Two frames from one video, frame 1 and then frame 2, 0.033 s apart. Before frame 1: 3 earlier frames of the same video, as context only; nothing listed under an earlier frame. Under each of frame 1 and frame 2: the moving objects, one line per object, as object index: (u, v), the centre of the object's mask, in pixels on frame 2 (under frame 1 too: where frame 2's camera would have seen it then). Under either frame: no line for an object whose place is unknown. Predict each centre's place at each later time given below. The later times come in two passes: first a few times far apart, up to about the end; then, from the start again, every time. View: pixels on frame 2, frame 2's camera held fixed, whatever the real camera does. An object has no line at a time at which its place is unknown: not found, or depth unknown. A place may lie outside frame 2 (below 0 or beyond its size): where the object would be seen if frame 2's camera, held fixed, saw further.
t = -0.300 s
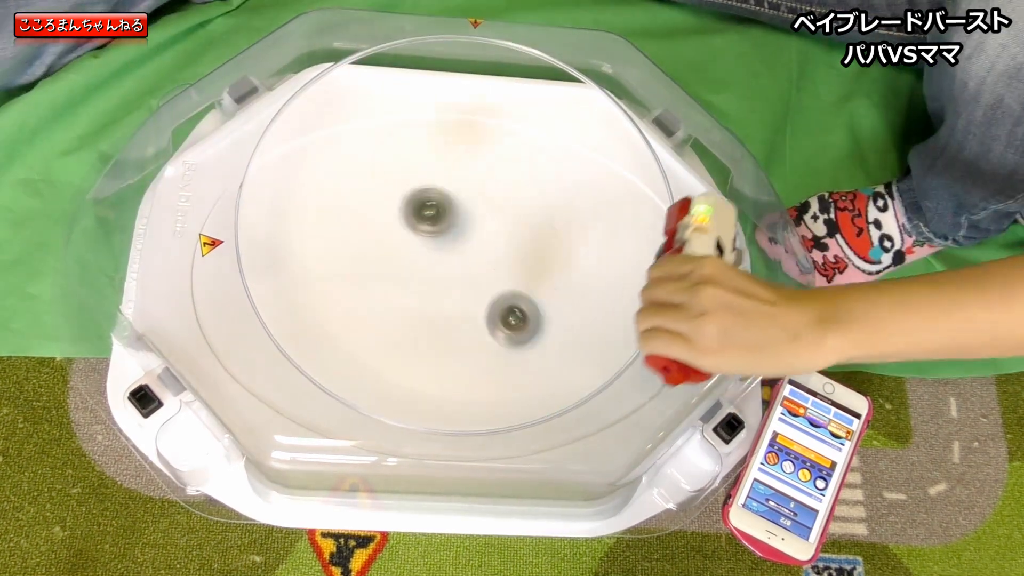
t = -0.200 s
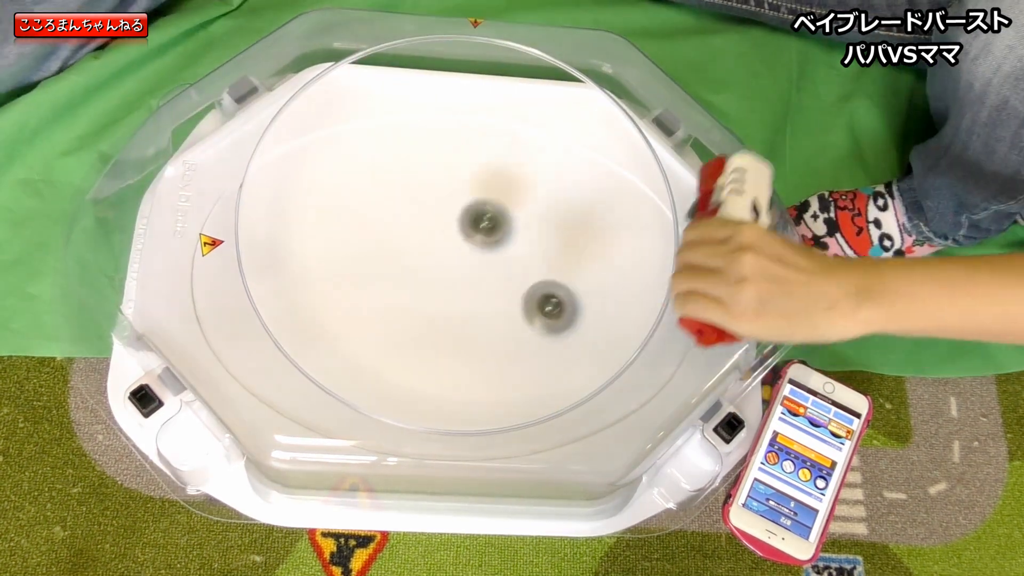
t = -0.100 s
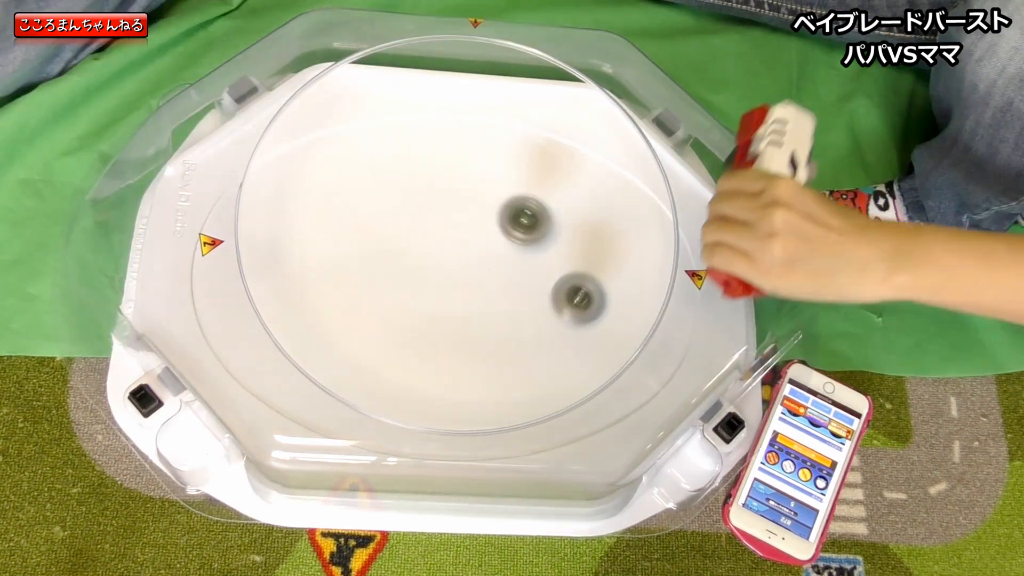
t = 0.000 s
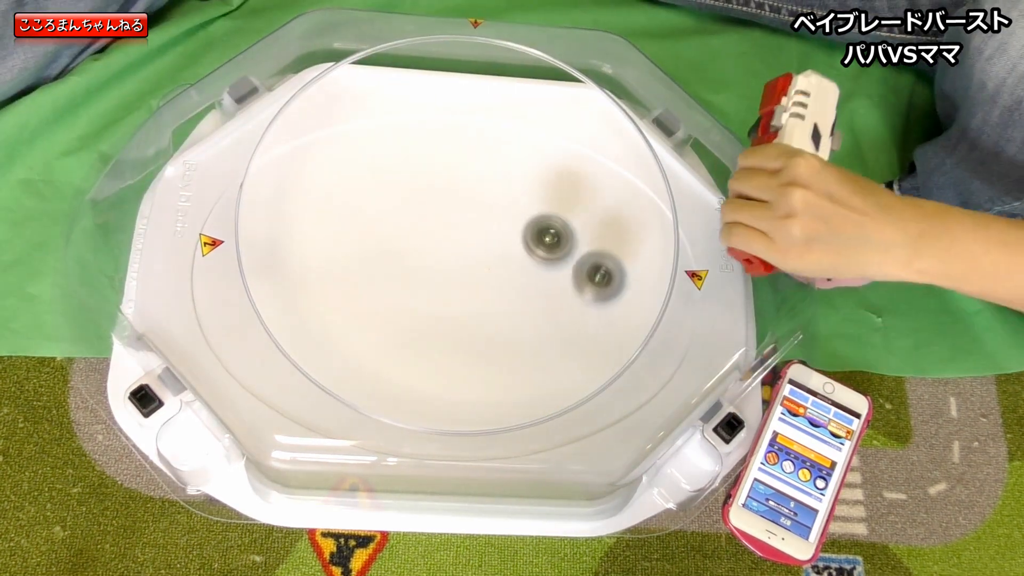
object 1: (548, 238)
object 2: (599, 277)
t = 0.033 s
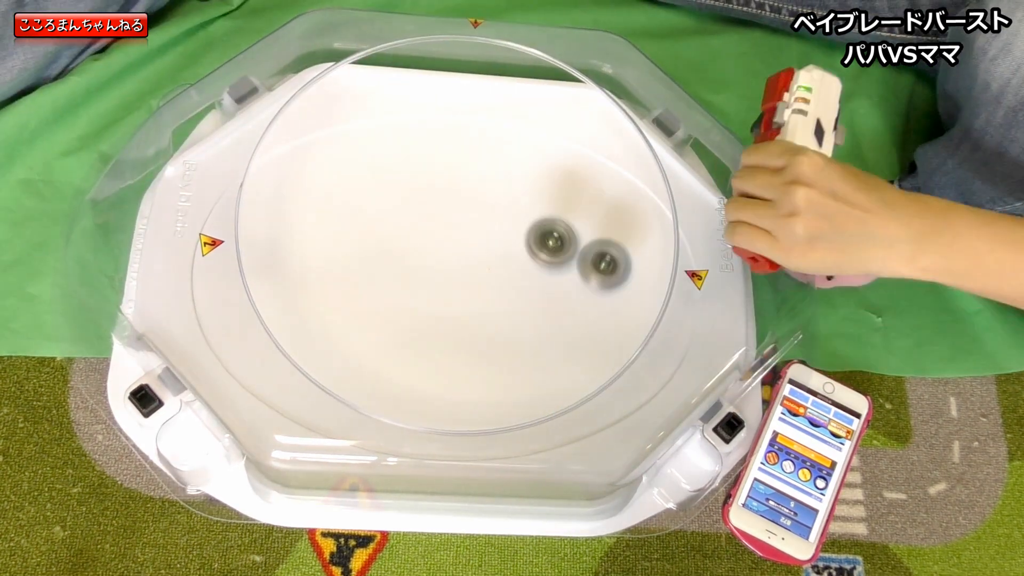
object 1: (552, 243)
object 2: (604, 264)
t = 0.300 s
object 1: (451, 257)
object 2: (694, 213)
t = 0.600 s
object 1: (410, 276)
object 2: (612, 183)
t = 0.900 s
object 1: (445, 311)
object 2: (475, 248)
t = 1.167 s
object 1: (501, 360)
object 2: (462, 271)
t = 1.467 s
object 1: (559, 326)
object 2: (497, 303)
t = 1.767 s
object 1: (582, 284)
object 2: (477, 281)
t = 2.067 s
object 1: (526, 248)
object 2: (442, 309)
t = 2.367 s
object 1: (439, 246)
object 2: (472, 303)
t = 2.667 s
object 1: (386, 287)
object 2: (447, 277)
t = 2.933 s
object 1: (383, 328)
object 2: (418, 278)
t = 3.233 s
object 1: (411, 351)
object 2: (447, 268)
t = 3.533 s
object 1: (453, 325)
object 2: (438, 237)
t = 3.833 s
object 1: (463, 276)
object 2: (398, 258)
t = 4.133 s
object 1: (453, 244)
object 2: (411, 297)
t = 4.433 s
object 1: (432, 244)
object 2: (507, 274)
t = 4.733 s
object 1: (438, 260)
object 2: (495, 201)
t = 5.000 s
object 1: (460, 276)
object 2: (410, 226)
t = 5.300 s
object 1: (482, 287)
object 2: (420, 321)
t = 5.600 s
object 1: (492, 271)
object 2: (540, 344)
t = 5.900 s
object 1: (483, 268)
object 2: (585, 274)
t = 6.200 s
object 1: (437, 280)
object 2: (533, 234)
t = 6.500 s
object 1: (378, 320)
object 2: (504, 228)
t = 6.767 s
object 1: (379, 335)
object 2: (457, 276)
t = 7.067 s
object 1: (398, 310)
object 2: (469, 304)
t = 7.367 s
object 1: (424, 279)
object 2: (495, 286)
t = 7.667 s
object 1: (400, 224)
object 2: (547, 308)
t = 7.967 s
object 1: (376, 197)
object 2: (569, 278)
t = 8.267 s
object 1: (383, 214)
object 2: (509, 271)
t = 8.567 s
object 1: (415, 242)
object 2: (450, 292)
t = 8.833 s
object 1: (442, 270)
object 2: (469, 324)
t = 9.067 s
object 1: (460, 273)
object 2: (488, 338)
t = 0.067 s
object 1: (553, 251)
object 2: (607, 256)
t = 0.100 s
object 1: (542, 256)
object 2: (624, 250)
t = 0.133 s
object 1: (526, 253)
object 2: (643, 245)
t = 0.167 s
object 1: (509, 255)
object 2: (658, 240)
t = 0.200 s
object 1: (492, 259)
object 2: (674, 233)
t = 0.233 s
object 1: (478, 256)
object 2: (686, 224)
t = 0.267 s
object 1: (464, 257)
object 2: (692, 218)
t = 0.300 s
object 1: (451, 257)
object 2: (694, 213)
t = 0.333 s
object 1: (440, 258)
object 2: (694, 208)
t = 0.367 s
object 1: (431, 258)
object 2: (691, 203)
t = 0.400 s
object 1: (423, 259)
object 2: (686, 199)
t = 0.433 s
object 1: (417, 259)
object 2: (679, 195)
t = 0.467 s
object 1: (414, 261)
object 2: (671, 191)
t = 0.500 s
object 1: (412, 264)
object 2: (656, 188)
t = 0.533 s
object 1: (411, 268)
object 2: (641, 187)
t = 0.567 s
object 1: (410, 271)
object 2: (629, 184)
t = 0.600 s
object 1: (410, 276)
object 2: (612, 183)
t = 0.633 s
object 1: (410, 280)
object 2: (596, 184)
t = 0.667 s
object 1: (411, 285)
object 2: (580, 185)
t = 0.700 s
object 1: (413, 289)
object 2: (563, 188)
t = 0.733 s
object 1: (414, 294)
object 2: (547, 193)
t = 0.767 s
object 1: (417, 298)
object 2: (531, 200)
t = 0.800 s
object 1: (422, 303)
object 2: (515, 209)
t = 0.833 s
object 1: (428, 307)
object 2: (500, 220)
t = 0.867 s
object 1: (436, 309)
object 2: (487, 233)
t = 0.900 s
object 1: (445, 311)
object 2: (475, 248)
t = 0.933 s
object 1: (453, 313)
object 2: (466, 262)
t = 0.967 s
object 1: (457, 327)
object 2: (463, 261)
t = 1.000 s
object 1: (462, 339)
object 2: (460, 261)
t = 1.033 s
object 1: (467, 348)
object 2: (459, 261)
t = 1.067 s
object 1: (474, 353)
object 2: (459, 263)
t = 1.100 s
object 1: (482, 357)
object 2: (459, 264)
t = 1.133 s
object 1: (492, 359)
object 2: (460, 267)
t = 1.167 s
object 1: (501, 360)
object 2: (462, 271)
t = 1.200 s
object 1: (510, 359)
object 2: (465, 275)
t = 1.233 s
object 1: (520, 357)
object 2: (468, 280)
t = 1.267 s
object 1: (529, 355)
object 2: (472, 285)
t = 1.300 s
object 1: (536, 351)
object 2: (476, 290)
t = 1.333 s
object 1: (542, 346)
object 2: (482, 295)
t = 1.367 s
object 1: (546, 341)
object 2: (487, 299)
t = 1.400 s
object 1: (549, 335)
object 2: (493, 303)
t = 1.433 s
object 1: (551, 329)
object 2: (499, 305)
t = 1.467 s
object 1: (559, 326)
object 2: (497, 303)
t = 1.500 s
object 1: (567, 322)
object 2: (493, 299)
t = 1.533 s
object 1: (572, 319)
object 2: (489, 295)
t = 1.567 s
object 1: (576, 314)
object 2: (485, 291)
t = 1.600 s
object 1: (580, 309)
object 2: (483, 288)
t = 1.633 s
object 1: (583, 304)
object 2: (481, 285)
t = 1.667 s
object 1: (584, 299)
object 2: (480, 283)
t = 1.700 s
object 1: (585, 294)
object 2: (479, 282)
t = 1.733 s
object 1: (584, 289)
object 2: (478, 281)
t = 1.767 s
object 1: (582, 284)
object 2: (477, 281)
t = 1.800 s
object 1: (579, 279)
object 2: (476, 281)
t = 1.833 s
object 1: (575, 274)
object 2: (473, 282)
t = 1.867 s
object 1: (570, 269)
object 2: (469, 284)
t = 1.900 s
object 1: (563, 265)
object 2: (464, 287)
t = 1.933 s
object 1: (557, 261)
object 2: (459, 291)
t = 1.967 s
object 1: (550, 257)
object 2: (453, 296)
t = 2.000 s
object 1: (542, 254)
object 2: (448, 301)
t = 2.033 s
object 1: (534, 251)
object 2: (444, 305)
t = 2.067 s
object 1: (526, 248)
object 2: (442, 309)
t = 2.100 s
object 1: (517, 245)
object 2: (441, 312)
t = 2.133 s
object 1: (508, 243)
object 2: (442, 313)
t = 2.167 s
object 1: (499, 241)
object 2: (444, 314)
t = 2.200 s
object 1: (489, 241)
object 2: (447, 314)
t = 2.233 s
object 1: (480, 241)
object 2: (451, 313)
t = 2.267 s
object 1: (470, 241)
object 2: (457, 311)
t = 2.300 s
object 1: (460, 242)
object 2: (462, 308)
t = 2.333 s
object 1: (450, 244)
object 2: (468, 306)
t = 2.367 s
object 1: (439, 246)
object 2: (472, 303)
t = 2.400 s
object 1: (429, 249)
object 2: (475, 300)
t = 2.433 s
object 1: (420, 253)
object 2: (477, 297)
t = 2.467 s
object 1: (412, 257)
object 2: (477, 294)
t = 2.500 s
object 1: (406, 262)
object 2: (475, 291)
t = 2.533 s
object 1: (401, 267)
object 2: (472, 287)
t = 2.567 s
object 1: (396, 272)
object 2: (467, 284)
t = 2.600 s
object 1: (392, 277)
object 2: (461, 281)
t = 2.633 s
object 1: (389, 282)
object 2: (455, 278)
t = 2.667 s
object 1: (386, 287)
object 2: (447, 277)
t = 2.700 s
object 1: (384, 292)
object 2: (440, 275)
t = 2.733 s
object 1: (381, 299)
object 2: (432, 274)
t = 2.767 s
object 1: (378, 305)
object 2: (429, 274)
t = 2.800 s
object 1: (376, 310)
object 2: (426, 273)
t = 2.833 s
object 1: (376, 315)
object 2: (424, 273)
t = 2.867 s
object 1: (377, 320)
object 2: (421, 274)
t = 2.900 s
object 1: (379, 325)
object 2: (419, 276)
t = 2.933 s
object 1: (383, 328)
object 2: (418, 278)
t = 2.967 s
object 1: (386, 332)
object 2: (417, 281)
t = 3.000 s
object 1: (390, 333)
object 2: (416, 284)
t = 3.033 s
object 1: (392, 338)
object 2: (419, 285)
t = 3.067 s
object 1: (393, 344)
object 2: (424, 283)
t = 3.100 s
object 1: (394, 348)
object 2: (430, 280)
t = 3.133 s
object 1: (398, 349)
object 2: (435, 278)
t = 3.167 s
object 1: (401, 351)
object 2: (439, 275)
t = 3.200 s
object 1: (406, 351)
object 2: (443, 272)
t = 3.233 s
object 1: (411, 351)
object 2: (447, 268)
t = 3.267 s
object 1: (416, 350)
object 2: (449, 264)
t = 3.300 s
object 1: (421, 349)
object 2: (450, 259)
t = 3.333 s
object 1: (426, 347)
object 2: (451, 254)
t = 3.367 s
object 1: (431, 344)
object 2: (451, 249)
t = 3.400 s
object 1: (436, 342)
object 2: (450, 245)
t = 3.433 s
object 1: (440, 339)
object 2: (448, 242)
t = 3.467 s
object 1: (445, 335)
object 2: (446, 240)
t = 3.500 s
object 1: (449, 330)
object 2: (442, 238)
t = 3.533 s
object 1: (453, 325)
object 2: (438, 237)
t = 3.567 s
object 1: (457, 320)
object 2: (433, 237)
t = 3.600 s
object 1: (460, 313)
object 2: (428, 238)
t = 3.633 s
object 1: (461, 308)
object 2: (423, 239)
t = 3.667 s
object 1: (464, 301)
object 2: (418, 242)
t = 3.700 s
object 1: (464, 294)
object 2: (414, 245)
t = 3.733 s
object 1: (461, 288)
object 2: (411, 249)
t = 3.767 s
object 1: (460, 282)
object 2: (409, 254)
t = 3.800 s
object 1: (461, 278)
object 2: (404, 257)
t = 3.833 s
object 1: (463, 276)
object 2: (398, 258)
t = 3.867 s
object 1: (465, 273)
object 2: (394, 261)
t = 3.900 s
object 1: (465, 270)
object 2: (391, 264)
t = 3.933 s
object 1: (464, 266)
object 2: (389, 268)
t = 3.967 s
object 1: (464, 262)
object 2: (389, 272)
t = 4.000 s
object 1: (462, 258)
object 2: (390, 276)
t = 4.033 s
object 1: (461, 253)
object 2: (393, 281)
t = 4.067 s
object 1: (459, 250)
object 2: (397, 286)
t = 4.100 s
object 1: (455, 246)
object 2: (403, 292)
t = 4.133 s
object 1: (453, 244)
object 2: (411, 297)
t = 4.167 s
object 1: (450, 242)
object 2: (421, 302)
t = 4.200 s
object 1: (447, 240)
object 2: (432, 305)
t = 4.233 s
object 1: (445, 239)
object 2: (445, 306)
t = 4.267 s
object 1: (442, 239)
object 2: (457, 306)
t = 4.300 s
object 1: (439, 239)
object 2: (469, 303)
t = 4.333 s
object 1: (436, 239)
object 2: (481, 298)
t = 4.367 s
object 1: (434, 241)
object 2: (492, 292)
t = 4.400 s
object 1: (433, 242)
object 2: (500, 283)
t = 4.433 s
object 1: (432, 244)
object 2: (507, 274)
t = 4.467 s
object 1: (432, 245)
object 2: (513, 265)
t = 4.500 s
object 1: (433, 246)
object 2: (517, 255)
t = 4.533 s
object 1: (433, 248)
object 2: (519, 245)
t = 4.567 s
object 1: (434, 250)
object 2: (520, 235)
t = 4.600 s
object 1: (433, 252)
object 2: (519, 226)
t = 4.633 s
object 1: (434, 254)
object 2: (516, 217)
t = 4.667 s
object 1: (435, 256)
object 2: (510, 211)
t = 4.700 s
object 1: (437, 258)
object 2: (504, 205)
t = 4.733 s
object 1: (438, 260)
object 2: (495, 201)
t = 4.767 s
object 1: (440, 262)
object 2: (486, 199)
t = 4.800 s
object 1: (443, 265)
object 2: (475, 198)
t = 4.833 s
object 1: (445, 267)
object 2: (464, 199)
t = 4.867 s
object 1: (448, 269)
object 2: (452, 202)
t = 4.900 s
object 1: (451, 271)
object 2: (441, 206)
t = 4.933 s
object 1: (454, 272)
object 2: (429, 212)
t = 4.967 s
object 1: (457, 274)
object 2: (419, 218)
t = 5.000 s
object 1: (460, 276)
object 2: (410, 226)
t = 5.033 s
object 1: (463, 278)
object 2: (403, 235)
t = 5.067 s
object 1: (466, 279)
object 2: (398, 246)
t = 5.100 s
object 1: (469, 280)
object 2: (395, 256)
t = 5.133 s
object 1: (471, 282)
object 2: (393, 267)
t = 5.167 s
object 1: (473, 282)
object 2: (394, 279)
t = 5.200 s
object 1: (476, 284)
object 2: (397, 292)
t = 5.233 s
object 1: (478, 285)
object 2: (402, 304)
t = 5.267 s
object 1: (480, 286)
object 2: (410, 313)
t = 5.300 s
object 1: (482, 287)
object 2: (420, 321)
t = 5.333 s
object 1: (484, 287)
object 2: (431, 328)
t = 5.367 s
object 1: (485, 288)
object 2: (445, 334)
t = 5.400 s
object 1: (487, 288)
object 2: (459, 337)
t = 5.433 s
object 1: (489, 288)
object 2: (474, 339)
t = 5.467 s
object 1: (491, 287)
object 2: (491, 341)
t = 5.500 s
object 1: (492, 281)
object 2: (504, 346)
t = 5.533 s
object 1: (493, 276)
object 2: (517, 347)
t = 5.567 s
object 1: (493, 273)
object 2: (529, 347)
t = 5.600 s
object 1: (492, 271)
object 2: (540, 344)
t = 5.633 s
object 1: (492, 270)
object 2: (550, 339)
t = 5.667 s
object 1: (491, 270)
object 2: (559, 333)
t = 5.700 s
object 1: (490, 269)
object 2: (566, 325)
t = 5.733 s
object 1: (489, 269)
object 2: (573, 317)
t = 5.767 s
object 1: (488, 268)
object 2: (578, 309)
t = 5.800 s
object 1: (487, 268)
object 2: (583, 299)
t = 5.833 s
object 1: (486, 268)
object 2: (585, 291)
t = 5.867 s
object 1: (484, 268)
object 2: (586, 283)
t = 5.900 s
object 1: (483, 268)
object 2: (585, 274)
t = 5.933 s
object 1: (482, 268)
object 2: (581, 267)
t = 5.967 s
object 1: (481, 268)
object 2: (575, 261)
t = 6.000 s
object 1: (479, 268)
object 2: (568, 257)
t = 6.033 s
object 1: (478, 269)
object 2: (559, 253)
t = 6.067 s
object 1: (477, 269)
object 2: (547, 250)
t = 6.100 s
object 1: (475, 270)
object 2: (535, 249)
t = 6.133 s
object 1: (473, 270)
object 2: (524, 247)
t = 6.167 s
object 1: (454, 275)
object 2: (529, 240)
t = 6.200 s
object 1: (437, 280)
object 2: (533, 234)
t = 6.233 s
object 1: (423, 285)
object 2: (536, 229)
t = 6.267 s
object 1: (412, 289)
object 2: (537, 225)
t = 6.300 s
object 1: (403, 293)
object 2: (535, 222)
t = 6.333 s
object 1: (398, 298)
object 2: (533, 220)
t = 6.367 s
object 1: (393, 302)
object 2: (529, 219)
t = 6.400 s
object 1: (388, 307)
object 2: (525, 219)
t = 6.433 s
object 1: (384, 311)
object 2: (519, 221)
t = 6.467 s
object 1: (381, 315)
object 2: (512, 224)
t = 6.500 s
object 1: (378, 320)
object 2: (504, 228)
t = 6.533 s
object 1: (375, 324)
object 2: (497, 233)
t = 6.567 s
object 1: (373, 327)
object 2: (489, 239)
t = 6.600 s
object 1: (372, 330)
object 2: (482, 245)
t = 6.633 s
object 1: (372, 332)
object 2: (475, 251)
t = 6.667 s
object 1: (373, 333)
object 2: (469, 257)
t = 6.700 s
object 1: (375, 335)
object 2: (464, 264)
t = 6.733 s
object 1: (377, 335)
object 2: (460, 270)
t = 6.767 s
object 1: (379, 335)
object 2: (457, 276)
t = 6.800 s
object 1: (380, 334)
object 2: (454, 282)
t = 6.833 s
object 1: (382, 332)
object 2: (453, 287)
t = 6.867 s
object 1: (384, 330)
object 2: (453, 293)
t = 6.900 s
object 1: (386, 327)
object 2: (453, 297)
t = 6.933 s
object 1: (388, 324)
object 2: (454, 301)
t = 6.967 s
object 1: (391, 321)
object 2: (456, 304)
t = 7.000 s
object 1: (393, 318)
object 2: (460, 305)
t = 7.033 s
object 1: (396, 314)
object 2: (464, 306)
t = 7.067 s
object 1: (398, 310)
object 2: (469, 304)
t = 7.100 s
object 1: (400, 307)
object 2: (473, 303)
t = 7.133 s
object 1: (404, 303)
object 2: (478, 300)
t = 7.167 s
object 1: (407, 300)
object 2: (483, 297)
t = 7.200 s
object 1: (410, 296)
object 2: (487, 294)
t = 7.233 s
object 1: (413, 292)
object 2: (490, 291)
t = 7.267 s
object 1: (416, 289)
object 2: (493, 289)
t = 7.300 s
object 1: (419, 285)
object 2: (495, 288)
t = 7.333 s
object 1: (421, 282)
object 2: (495, 287)
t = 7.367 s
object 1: (424, 279)
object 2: (495, 286)
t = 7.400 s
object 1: (427, 276)
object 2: (494, 286)
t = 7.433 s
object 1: (431, 273)
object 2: (492, 285)
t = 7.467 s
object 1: (434, 270)
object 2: (490, 285)
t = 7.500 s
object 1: (429, 263)
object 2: (497, 290)
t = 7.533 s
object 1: (419, 252)
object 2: (511, 297)
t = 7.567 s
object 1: (411, 243)
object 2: (522, 302)
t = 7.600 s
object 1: (405, 235)
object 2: (532, 306)
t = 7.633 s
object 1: (402, 229)
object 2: (540, 308)
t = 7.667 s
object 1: (400, 224)
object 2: (547, 308)
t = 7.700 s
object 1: (398, 219)
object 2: (553, 307)
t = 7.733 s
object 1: (394, 214)
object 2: (559, 304)
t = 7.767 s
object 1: (391, 210)
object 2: (563, 302)
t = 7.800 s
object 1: (388, 206)
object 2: (567, 298)
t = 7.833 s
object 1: (385, 203)
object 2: (570, 294)
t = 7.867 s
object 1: (382, 201)
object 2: (571, 290)
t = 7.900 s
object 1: (380, 199)
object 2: (572, 285)
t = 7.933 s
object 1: (378, 197)
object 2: (571, 281)
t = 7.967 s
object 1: (376, 197)
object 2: (569, 278)
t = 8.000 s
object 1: (375, 198)
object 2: (565, 275)
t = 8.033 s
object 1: (375, 200)
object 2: (561, 272)
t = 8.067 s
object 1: (375, 202)
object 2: (555, 271)
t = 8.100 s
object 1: (376, 203)
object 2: (548, 270)
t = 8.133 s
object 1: (376, 206)
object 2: (541, 269)
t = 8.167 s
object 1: (377, 208)
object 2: (534, 269)
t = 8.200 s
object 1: (379, 210)
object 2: (526, 269)
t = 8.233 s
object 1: (381, 212)
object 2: (518, 270)
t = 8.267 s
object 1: (383, 214)
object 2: (509, 271)
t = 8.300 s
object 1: (387, 217)
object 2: (500, 273)
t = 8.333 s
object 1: (391, 220)
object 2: (492, 274)
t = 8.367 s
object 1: (394, 224)
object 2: (484, 276)
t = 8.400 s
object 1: (398, 227)
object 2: (476, 277)
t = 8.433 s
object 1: (402, 231)
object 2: (469, 279)
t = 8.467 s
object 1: (406, 235)
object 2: (463, 280)
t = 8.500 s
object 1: (410, 239)
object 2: (457, 282)
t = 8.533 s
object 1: (414, 243)
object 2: (451, 284)
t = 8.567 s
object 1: (415, 242)
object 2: (450, 292)
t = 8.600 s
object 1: (415, 241)
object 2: (452, 301)
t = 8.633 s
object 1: (418, 242)
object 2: (453, 309)
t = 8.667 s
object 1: (422, 245)
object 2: (456, 315)
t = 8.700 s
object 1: (426, 250)
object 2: (459, 319)
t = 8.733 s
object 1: (429, 255)
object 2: (462, 322)
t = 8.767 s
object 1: (433, 260)
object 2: (465, 324)
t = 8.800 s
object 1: (436, 265)
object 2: (467, 325)
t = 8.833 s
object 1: (442, 270)
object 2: (469, 324)
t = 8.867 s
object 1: (447, 274)
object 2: (471, 324)
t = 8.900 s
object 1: (450, 274)
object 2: (473, 327)
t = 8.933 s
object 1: (453, 273)
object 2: (476, 332)
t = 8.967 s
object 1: (455, 272)
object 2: (480, 335)
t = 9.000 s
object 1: (458, 272)
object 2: (483, 337)
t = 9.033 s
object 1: (460, 272)
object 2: (486, 338)
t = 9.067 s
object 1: (460, 273)
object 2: (488, 338)
